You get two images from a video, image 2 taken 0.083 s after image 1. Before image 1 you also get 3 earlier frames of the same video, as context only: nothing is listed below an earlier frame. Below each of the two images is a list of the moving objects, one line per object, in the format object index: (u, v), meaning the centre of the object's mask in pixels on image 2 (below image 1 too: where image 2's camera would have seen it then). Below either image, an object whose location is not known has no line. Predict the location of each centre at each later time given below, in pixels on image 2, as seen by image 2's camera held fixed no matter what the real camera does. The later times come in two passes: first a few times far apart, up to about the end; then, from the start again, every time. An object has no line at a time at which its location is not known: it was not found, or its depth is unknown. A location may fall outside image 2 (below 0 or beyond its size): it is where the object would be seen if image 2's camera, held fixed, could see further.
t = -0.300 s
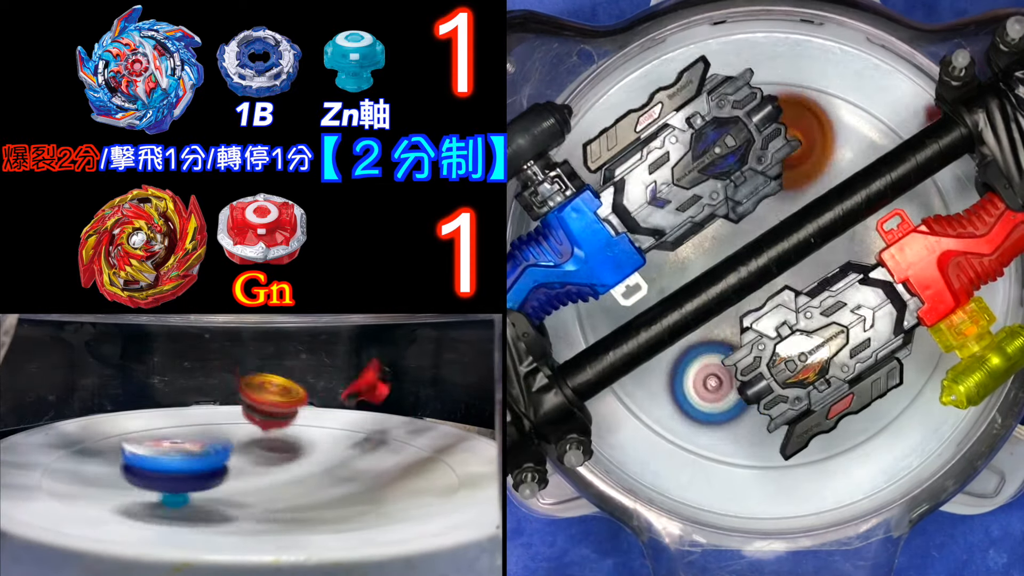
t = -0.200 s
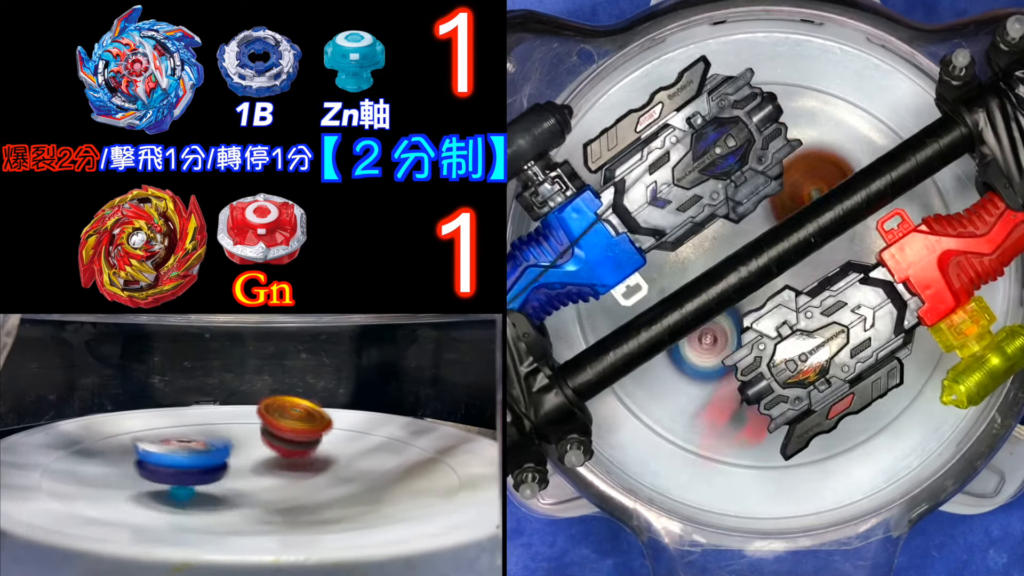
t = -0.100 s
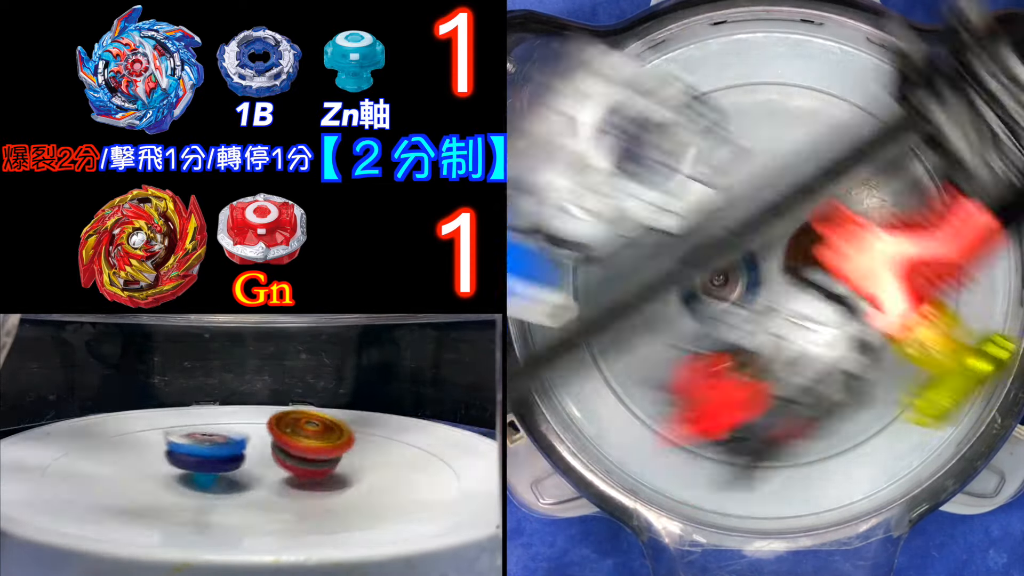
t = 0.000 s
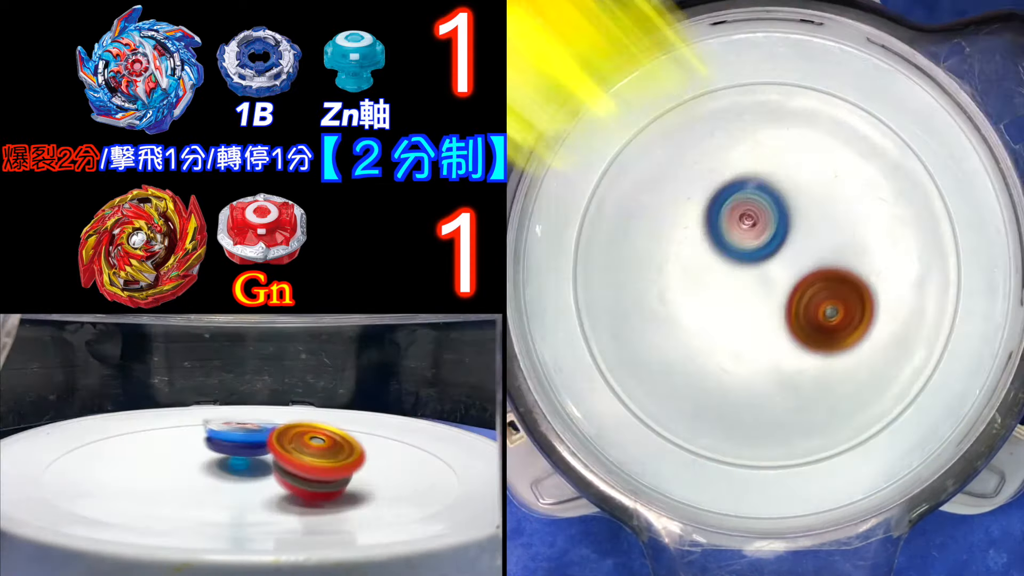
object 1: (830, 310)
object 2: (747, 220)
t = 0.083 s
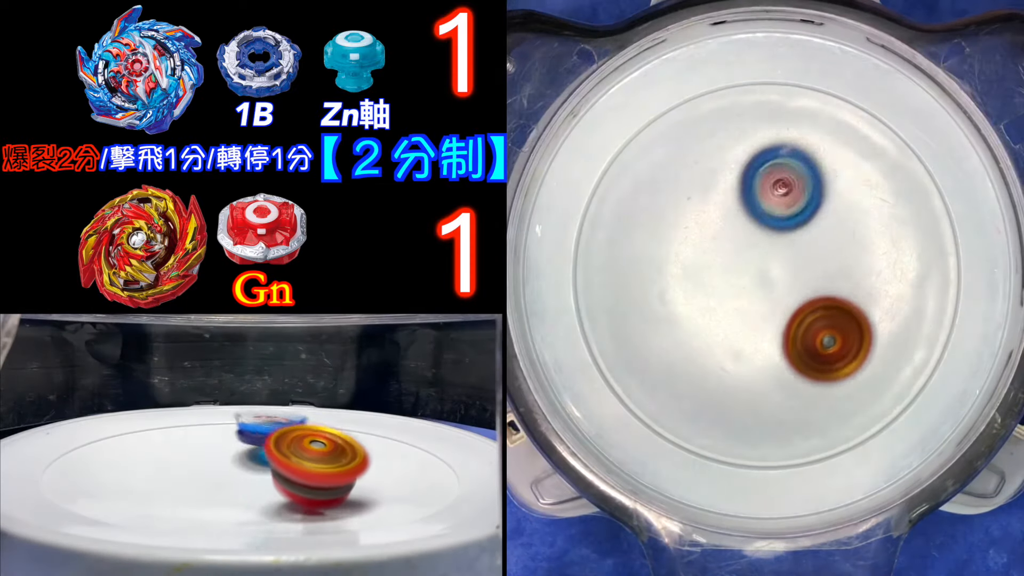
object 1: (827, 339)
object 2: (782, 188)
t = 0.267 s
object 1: (820, 345)
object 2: (856, 200)
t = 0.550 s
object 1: (746, 325)
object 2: (900, 321)
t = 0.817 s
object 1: (747, 265)
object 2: (717, 404)
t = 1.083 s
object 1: (852, 194)
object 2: (624, 225)
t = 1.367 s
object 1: (885, 206)
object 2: (824, 113)
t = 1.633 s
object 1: (923, 369)
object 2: (809, 395)
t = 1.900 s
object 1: (797, 352)
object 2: (641, 364)
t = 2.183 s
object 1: (672, 238)
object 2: (752, 81)
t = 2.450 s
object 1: (712, 243)
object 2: (916, 393)
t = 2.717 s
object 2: (658, 122)
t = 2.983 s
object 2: (946, 400)
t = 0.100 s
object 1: (827, 343)
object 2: (789, 183)
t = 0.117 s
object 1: (826, 346)
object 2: (797, 181)
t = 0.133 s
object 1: (826, 348)
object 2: (804, 178)
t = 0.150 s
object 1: (825, 350)
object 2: (812, 178)
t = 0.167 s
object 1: (825, 351)
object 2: (819, 178)
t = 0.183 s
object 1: (824, 351)
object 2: (826, 179)
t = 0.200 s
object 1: (824, 351)
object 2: (833, 182)
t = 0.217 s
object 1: (823, 350)
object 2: (839, 184)
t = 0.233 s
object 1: (822, 349)
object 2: (845, 189)
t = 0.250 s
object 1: (821, 347)
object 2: (851, 194)
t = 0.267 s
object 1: (820, 345)
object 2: (856, 200)
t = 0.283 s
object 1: (819, 342)
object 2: (861, 207)
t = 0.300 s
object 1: (818, 338)
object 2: (865, 215)
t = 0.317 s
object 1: (817, 335)
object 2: (869, 223)
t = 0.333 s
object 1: (816, 330)
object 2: (872, 233)
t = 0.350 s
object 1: (815, 326)
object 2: (874, 243)
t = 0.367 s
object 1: (814, 321)
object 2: (876, 254)
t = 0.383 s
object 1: (808, 322)
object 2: (881, 259)
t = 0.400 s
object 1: (801, 324)
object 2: (888, 263)
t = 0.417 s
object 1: (793, 325)
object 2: (894, 268)
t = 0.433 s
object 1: (786, 327)
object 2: (899, 273)
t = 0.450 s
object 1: (779, 327)
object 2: (903, 279)
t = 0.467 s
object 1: (773, 328)
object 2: (905, 285)
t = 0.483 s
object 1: (766, 328)
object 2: (906, 291)
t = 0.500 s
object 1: (760, 327)
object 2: (907, 298)
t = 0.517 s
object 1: (755, 327)
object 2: (905, 305)
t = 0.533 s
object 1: (750, 326)
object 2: (903, 313)
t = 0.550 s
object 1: (746, 325)
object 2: (900, 321)
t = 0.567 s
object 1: (743, 324)
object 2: (895, 328)
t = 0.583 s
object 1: (739, 323)
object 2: (889, 336)
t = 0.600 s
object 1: (737, 321)
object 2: (882, 343)
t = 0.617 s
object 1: (734, 319)
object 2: (874, 351)
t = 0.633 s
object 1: (733, 317)
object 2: (865, 358)
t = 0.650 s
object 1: (732, 315)
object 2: (854, 365)
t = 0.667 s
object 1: (732, 312)
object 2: (843, 371)
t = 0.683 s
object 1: (733, 310)
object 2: (830, 377)
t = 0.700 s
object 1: (733, 307)
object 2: (817, 382)
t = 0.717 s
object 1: (734, 305)
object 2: (803, 386)
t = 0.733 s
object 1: (736, 303)
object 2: (788, 389)
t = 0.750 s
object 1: (739, 300)
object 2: (773, 389)
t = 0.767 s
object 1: (740, 293)
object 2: (758, 393)
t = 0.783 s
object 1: (742, 283)
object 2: (745, 399)
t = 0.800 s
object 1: (744, 274)
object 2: (731, 402)
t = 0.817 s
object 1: (747, 265)
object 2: (717, 404)
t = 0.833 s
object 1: (750, 256)
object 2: (704, 404)
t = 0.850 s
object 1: (754, 248)
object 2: (691, 402)
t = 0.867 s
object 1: (758, 240)
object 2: (680, 399)
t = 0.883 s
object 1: (763, 233)
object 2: (667, 393)
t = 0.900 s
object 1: (768, 227)
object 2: (656, 385)
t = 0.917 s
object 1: (774, 222)
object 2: (646, 376)
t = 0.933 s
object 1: (781, 217)
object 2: (637, 366)
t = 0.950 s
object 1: (788, 213)
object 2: (630, 354)
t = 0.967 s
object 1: (795, 209)
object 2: (623, 341)
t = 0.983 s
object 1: (803, 207)
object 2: (618, 327)
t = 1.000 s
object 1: (811, 205)
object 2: (615, 311)
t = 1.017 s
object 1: (820, 204)
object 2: (613, 295)
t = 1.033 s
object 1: (828, 202)
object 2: (613, 279)
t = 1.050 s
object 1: (836, 200)
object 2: (615, 261)
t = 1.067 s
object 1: (844, 197)
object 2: (619, 243)
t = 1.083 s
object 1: (852, 194)
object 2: (624, 225)
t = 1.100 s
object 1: (858, 191)
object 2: (632, 205)
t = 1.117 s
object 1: (864, 186)
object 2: (641, 187)
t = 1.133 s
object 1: (868, 181)
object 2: (653, 169)
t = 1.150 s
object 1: (872, 176)
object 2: (665, 152)
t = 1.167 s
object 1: (874, 172)
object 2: (679, 136)
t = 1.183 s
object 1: (875, 166)
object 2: (695, 121)
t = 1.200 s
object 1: (875, 161)
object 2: (713, 106)
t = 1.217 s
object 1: (873, 156)
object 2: (731, 94)
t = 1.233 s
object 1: (870, 151)
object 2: (751, 83)
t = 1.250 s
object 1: (865, 148)
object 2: (772, 76)
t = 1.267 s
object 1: (859, 144)
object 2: (793, 72)
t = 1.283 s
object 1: (859, 148)
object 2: (804, 60)
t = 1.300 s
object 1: (866, 160)
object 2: (809, 61)
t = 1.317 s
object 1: (871, 171)
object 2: (814, 72)
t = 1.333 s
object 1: (876, 183)
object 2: (817, 85)
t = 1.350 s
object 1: (881, 194)
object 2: (820, 98)
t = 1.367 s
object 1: (885, 206)
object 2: (824, 113)
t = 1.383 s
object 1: (889, 216)
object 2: (828, 130)
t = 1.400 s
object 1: (893, 227)
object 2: (832, 148)
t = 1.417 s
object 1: (897, 237)
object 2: (835, 166)
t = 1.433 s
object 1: (902, 249)
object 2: (837, 182)
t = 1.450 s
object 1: (908, 262)
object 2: (838, 199)
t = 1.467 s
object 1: (913, 275)
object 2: (838, 215)
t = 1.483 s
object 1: (917, 288)
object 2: (838, 233)
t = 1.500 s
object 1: (921, 300)
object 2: (838, 251)
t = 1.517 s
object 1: (923, 311)
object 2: (837, 270)
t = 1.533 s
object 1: (926, 322)
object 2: (836, 289)
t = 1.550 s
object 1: (927, 332)
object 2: (834, 308)
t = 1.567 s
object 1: (928, 341)
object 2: (831, 326)
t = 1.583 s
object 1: (928, 349)
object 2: (827, 344)
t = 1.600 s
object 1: (927, 357)
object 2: (822, 363)
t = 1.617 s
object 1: (925, 364)
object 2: (816, 379)
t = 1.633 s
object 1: (923, 369)
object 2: (809, 395)
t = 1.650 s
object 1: (919, 374)
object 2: (801, 408)
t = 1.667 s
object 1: (914, 379)
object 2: (792, 421)
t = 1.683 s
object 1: (909, 382)
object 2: (783, 432)
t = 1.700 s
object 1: (903, 384)
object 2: (772, 442)
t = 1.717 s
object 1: (897, 386)
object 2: (761, 450)
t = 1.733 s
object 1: (890, 387)
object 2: (750, 456)
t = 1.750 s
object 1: (883, 387)
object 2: (737, 460)
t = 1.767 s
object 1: (875, 386)
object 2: (725, 461)
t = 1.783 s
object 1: (866, 384)
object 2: (714, 455)
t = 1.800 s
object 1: (857, 382)
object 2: (703, 448)
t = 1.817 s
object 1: (848, 378)
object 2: (691, 437)
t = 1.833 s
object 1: (838, 374)
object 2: (681, 426)
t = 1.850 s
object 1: (828, 370)
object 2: (670, 413)
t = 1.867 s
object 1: (818, 365)
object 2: (659, 398)
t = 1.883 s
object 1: (808, 358)
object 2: (650, 381)
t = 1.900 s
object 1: (797, 352)
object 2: (641, 364)
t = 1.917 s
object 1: (788, 346)
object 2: (634, 346)
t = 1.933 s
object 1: (777, 339)
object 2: (627, 326)
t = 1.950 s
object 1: (767, 332)
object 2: (622, 305)
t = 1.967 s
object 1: (758, 325)
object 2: (620, 287)
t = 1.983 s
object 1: (748, 318)
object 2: (618, 266)
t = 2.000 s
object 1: (739, 310)
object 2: (619, 246)
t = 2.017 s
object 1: (731, 303)
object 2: (621, 226)
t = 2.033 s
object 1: (723, 295)
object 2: (626, 206)
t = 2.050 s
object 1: (715, 288)
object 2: (632, 187)
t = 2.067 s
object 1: (707, 281)
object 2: (641, 168)
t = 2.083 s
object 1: (700, 273)
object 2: (651, 151)
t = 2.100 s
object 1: (693, 266)
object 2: (663, 134)
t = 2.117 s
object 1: (688, 260)
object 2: (677, 119)
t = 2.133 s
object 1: (682, 254)
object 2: (694, 104)
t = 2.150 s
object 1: (678, 248)
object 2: (711, 92)
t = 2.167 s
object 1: (674, 242)
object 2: (731, 84)
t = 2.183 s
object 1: (672, 238)
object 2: (752, 81)
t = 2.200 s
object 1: (670, 234)
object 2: (774, 83)
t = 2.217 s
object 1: (668, 230)
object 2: (797, 87)
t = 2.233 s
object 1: (667, 227)
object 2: (819, 94)
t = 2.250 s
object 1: (667, 225)
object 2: (842, 104)
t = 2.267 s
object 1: (668, 224)
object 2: (866, 117)
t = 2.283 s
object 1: (670, 222)
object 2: (888, 131)
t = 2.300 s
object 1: (672, 222)
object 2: (907, 148)
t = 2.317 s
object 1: (675, 222)
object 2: (926, 166)
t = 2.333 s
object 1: (678, 222)
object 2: (942, 187)
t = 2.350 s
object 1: (681, 223)
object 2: (952, 214)
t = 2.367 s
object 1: (686, 225)
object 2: (957, 242)
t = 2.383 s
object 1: (690, 227)
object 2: (958, 272)
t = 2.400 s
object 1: (695, 230)
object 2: (957, 303)
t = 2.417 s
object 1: (701, 234)
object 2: (951, 335)
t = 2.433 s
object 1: (706, 238)
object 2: (937, 366)
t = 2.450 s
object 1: (712, 243)
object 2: (916, 393)
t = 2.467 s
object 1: (718, 249)
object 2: (890, 420)
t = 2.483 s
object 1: (725, 256)
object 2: (860, 440)
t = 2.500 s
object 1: (732, 262)
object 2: (827, 454)
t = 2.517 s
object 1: (739, 269)
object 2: (788, 462)
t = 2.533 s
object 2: (751, 460)
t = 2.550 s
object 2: (713, 453)
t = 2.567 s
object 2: (677, 438)
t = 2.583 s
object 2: (643, 414)
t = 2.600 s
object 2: (617, 383)
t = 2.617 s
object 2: (597, 349)
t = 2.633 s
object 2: (585, 307)
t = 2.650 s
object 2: (583, 266)
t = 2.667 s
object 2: (588, 227)
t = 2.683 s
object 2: (603, 187)
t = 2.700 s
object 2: (628, 151)
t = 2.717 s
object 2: (658, 122)
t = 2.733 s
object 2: (697, 100)
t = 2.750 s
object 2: (737, 89)
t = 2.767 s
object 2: (780, 86)
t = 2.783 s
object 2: (824, 93)
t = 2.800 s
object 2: (869, 112)
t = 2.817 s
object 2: (904, 142)
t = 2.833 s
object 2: (936, 184)
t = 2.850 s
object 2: (953, 231)
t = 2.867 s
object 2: (959, 284)
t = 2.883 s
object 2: (947, 335)
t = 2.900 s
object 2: (938, 362)
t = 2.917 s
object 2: (943, 372)
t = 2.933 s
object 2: (946, 381)
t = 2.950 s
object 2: (947, 389)
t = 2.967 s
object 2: (947, 395)
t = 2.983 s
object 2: (946, 400)
